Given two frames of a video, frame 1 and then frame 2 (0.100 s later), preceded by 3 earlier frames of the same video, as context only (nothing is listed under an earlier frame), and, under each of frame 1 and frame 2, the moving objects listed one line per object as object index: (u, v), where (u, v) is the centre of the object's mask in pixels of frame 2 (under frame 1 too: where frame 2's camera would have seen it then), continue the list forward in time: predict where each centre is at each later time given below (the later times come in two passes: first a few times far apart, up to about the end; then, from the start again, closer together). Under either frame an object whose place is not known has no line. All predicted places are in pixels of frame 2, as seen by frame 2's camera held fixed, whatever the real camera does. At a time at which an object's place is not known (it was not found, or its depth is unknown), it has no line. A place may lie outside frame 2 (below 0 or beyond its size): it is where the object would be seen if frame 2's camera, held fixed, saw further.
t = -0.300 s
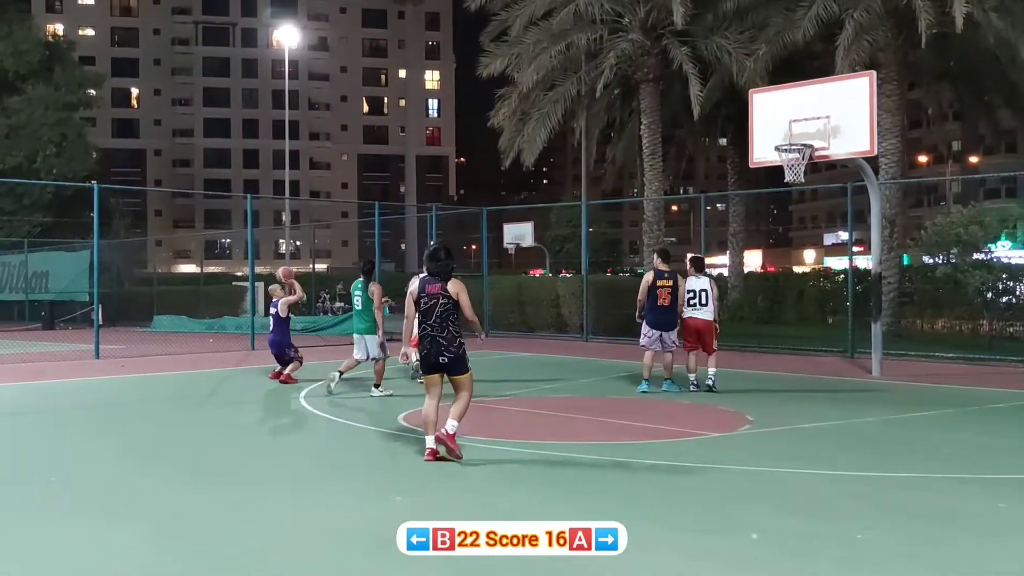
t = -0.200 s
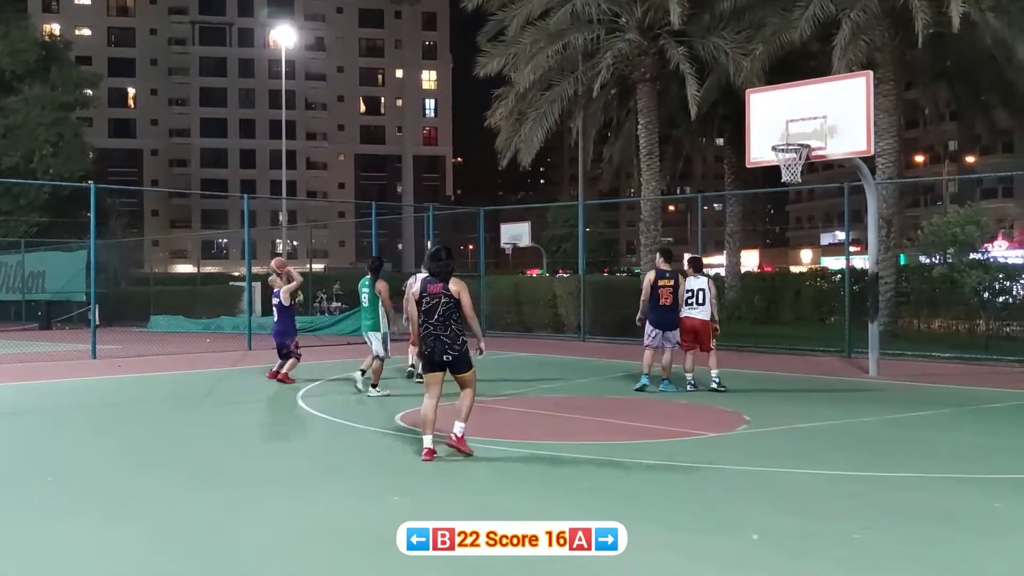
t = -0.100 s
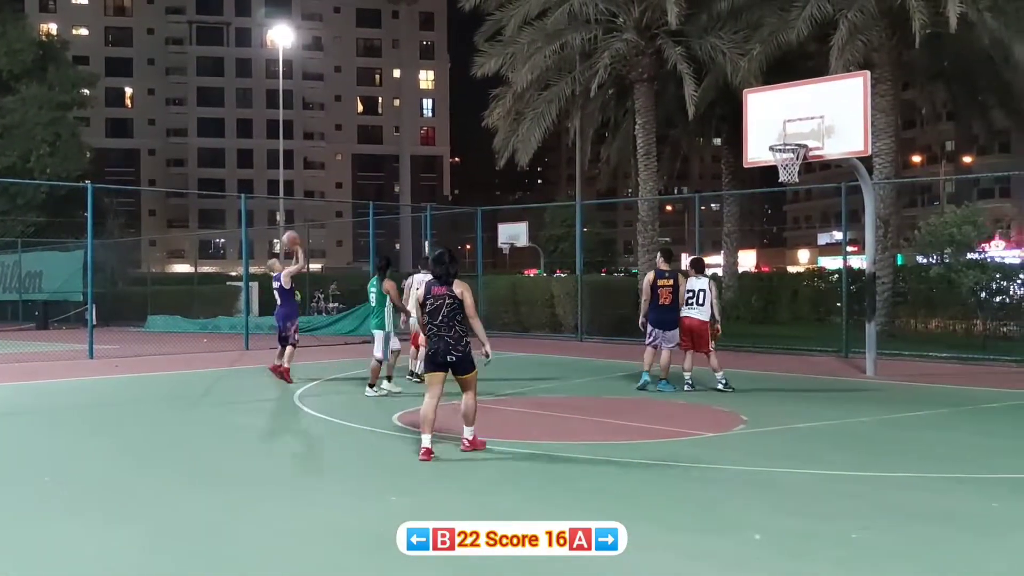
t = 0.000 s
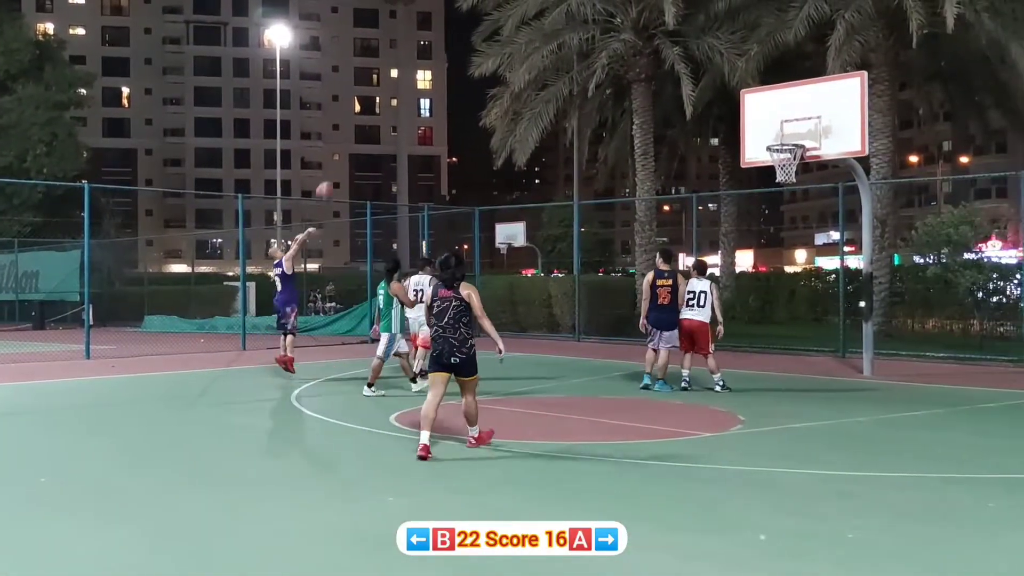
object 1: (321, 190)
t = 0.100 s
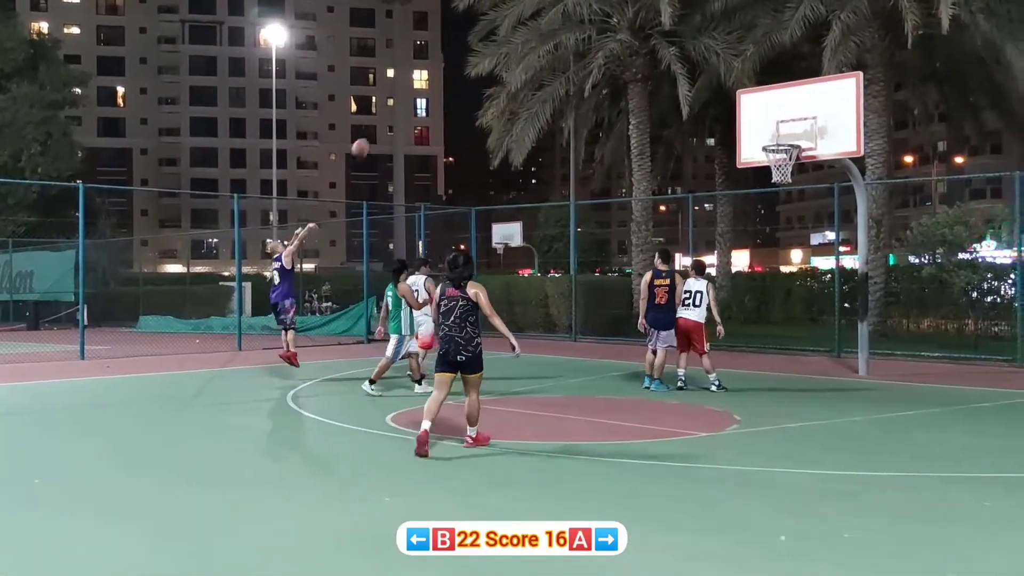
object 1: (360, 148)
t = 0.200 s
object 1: (400, 111)
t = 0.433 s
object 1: (491, 59)
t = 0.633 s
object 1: (576, 42)
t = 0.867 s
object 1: (668, 61)
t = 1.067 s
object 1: (747, 112)
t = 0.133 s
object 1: (374, 134)
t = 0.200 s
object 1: (400, 111)
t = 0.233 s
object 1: (414, 102)
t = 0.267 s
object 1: (426, 92)
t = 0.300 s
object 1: (440, 84)
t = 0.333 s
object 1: (453, 78)
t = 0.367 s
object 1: (467, 70)
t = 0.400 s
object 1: (479, 65)
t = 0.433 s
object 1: (491, 59)
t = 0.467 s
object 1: (504, 54)
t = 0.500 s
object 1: (518, 50)
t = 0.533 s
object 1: (531, 47)
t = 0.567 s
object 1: (552, 43)
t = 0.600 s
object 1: (557, 42)
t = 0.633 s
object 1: (576, 42)
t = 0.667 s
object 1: (589, 42)
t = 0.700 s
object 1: (602, 43)
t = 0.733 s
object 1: (617, 46)
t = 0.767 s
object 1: (630, 48)
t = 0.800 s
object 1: (643, 53)
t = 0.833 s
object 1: (655, 56)
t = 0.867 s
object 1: (668, 61)
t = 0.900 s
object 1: (682, 68)
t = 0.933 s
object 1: (695, 76)
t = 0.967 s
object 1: (707, 83)
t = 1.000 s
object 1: (721, 92)
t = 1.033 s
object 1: (733, 101)
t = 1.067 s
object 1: (747, 112)
